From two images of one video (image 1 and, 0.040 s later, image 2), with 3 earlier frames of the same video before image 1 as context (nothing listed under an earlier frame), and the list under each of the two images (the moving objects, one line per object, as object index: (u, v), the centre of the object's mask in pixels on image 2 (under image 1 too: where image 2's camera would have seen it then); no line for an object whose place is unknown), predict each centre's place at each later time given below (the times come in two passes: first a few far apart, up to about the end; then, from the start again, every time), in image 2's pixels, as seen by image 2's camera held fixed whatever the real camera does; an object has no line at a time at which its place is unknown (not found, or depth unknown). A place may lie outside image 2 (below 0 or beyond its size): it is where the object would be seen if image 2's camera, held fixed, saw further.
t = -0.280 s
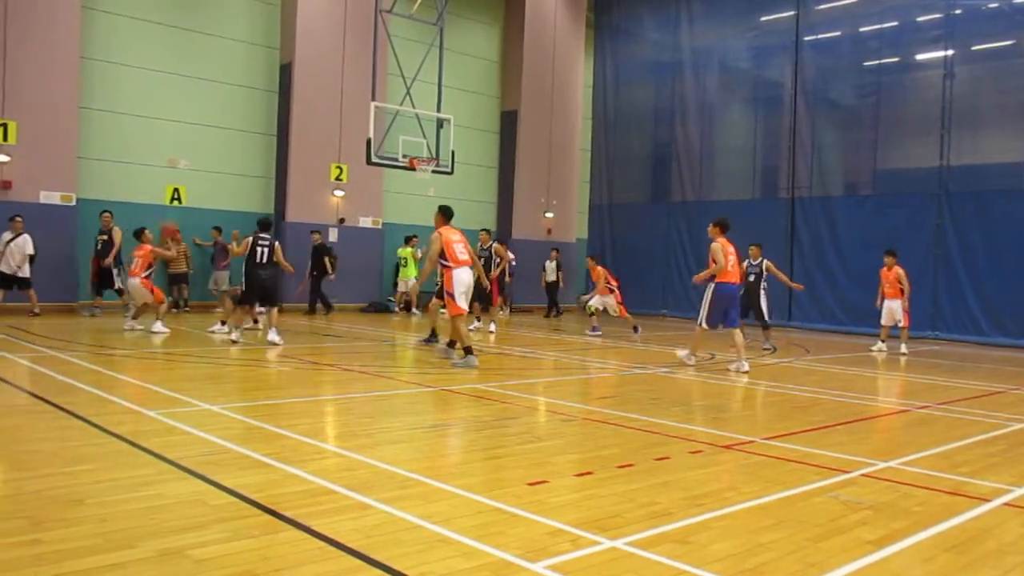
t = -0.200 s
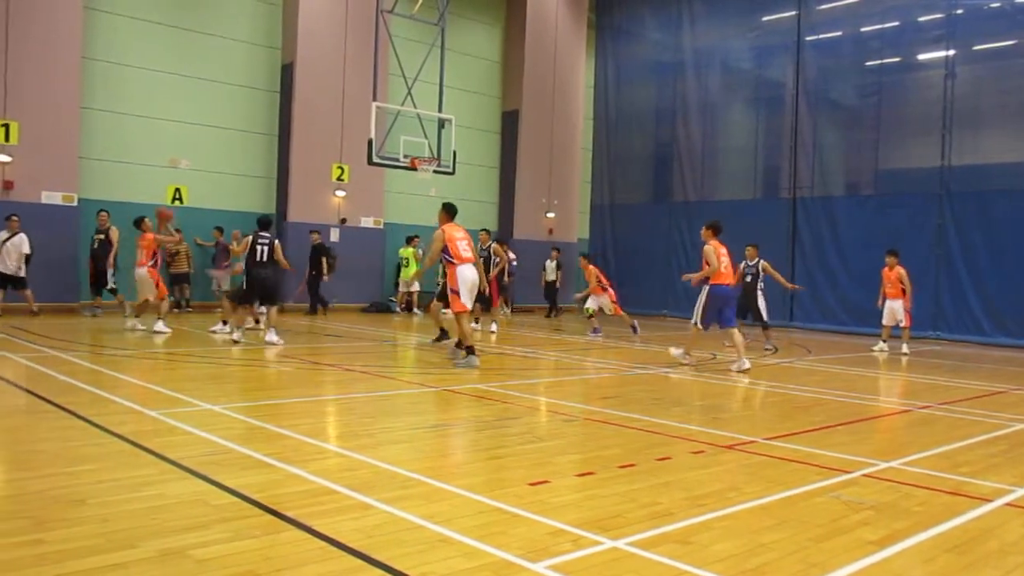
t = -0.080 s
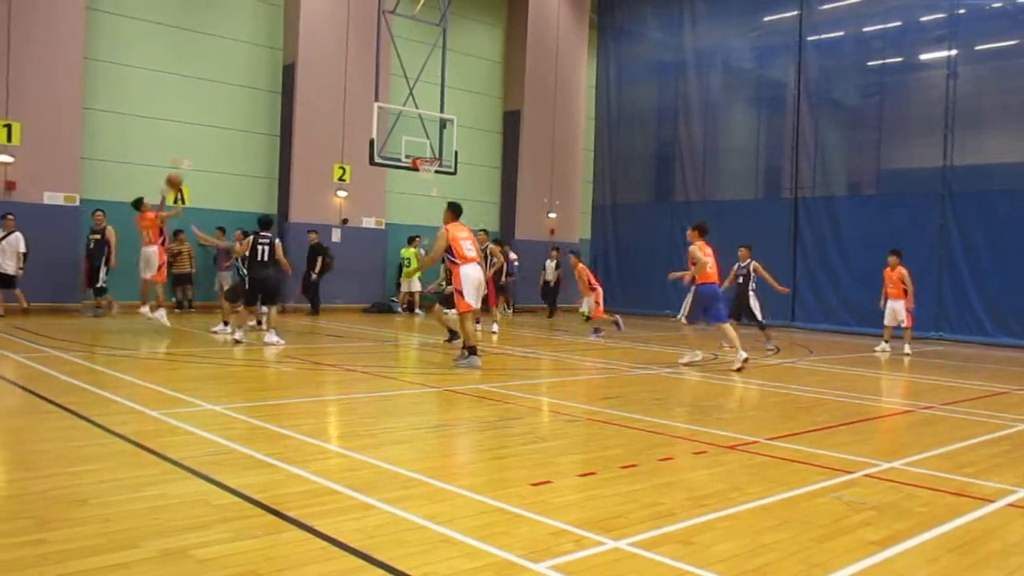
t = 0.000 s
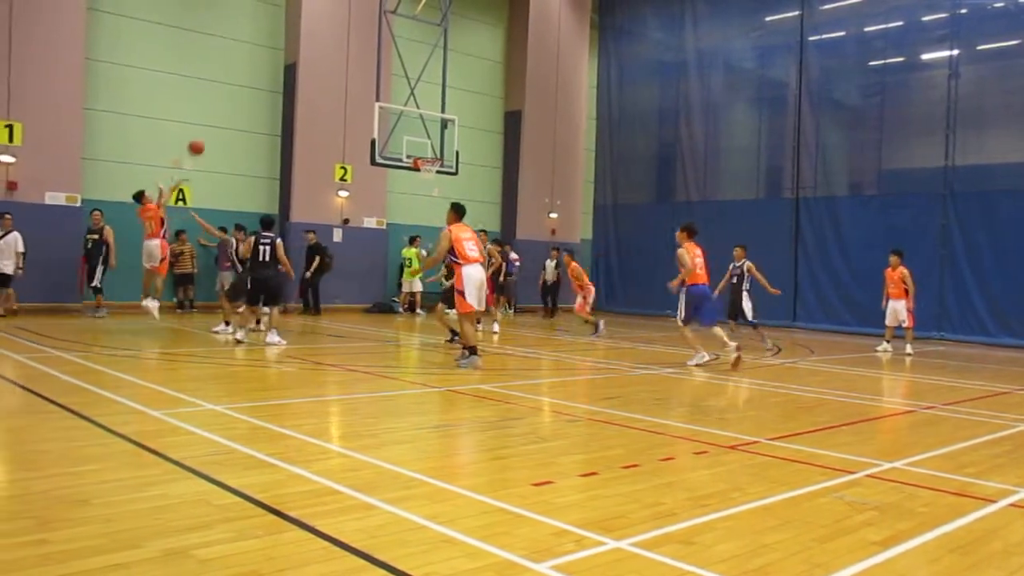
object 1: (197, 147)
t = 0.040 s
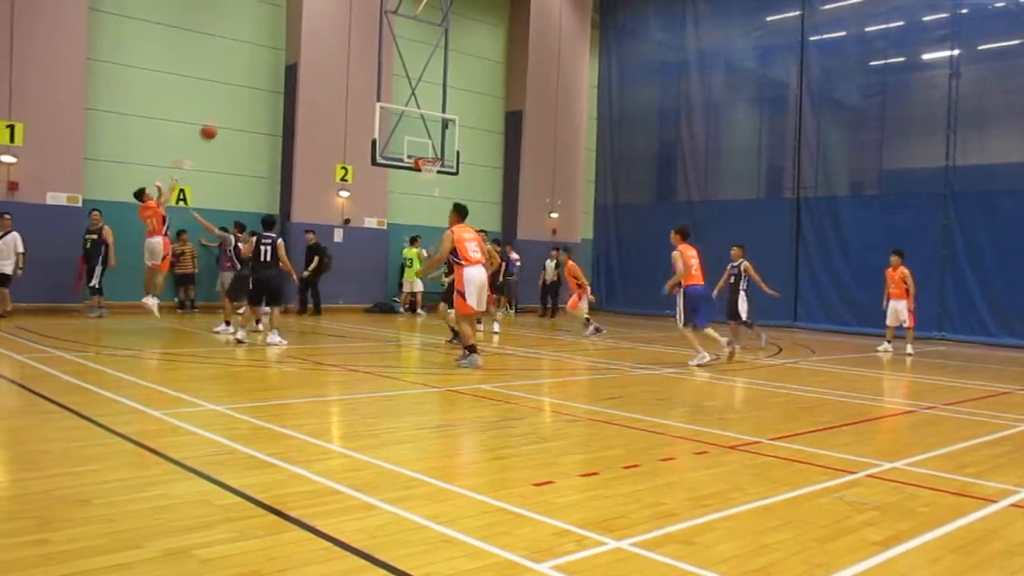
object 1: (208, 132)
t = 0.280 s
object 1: (269, 66)
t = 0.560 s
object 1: (331, 38)
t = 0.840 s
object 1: (385, 57)
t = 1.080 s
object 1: (426, 105)
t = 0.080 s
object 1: (219, 118)
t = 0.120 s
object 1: (230, 105)
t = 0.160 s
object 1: (240, 94)
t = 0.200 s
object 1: (250, 83)
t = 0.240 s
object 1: (260, 74)
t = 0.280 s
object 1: (269, 66)
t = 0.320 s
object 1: (278, 58)
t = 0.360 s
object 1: (288, 53)
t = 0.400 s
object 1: (297, 48)
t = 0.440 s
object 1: (306, 45)
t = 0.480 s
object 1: (314, 42)
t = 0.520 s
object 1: (322, 39)
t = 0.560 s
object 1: (331, 38)
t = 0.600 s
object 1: (339, 39)
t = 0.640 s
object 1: (348, 39)
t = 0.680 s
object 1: (355, 42)
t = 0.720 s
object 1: (363, 44)
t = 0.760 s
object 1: (370, 48)
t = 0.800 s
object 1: (378, 52)
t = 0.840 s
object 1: (385, 57)
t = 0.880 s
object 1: (392, 64)
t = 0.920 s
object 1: (399, 70)
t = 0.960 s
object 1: (405, 78)
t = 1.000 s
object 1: (413, 86)
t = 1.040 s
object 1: (419, 95)
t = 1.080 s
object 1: (426, 105)
